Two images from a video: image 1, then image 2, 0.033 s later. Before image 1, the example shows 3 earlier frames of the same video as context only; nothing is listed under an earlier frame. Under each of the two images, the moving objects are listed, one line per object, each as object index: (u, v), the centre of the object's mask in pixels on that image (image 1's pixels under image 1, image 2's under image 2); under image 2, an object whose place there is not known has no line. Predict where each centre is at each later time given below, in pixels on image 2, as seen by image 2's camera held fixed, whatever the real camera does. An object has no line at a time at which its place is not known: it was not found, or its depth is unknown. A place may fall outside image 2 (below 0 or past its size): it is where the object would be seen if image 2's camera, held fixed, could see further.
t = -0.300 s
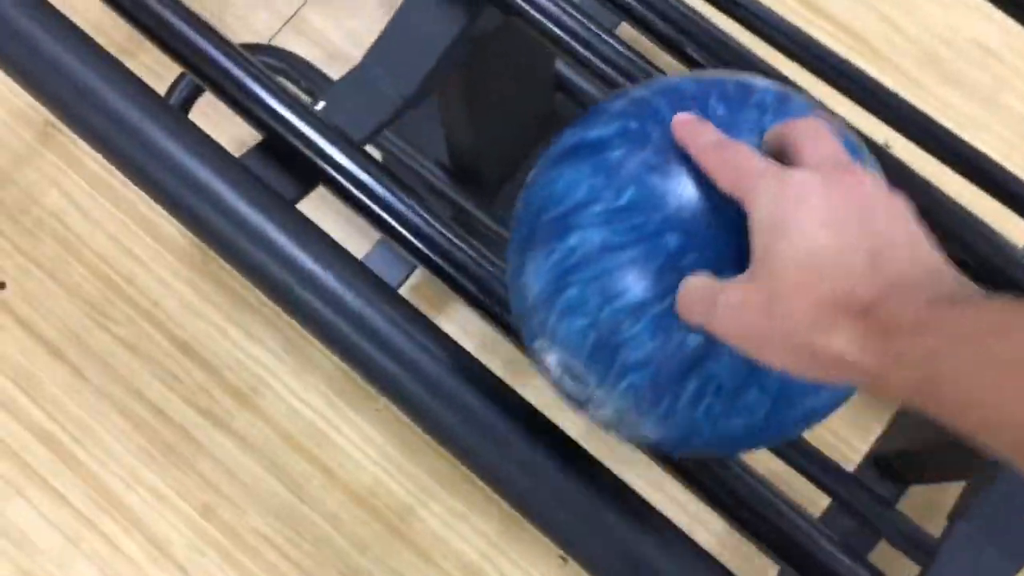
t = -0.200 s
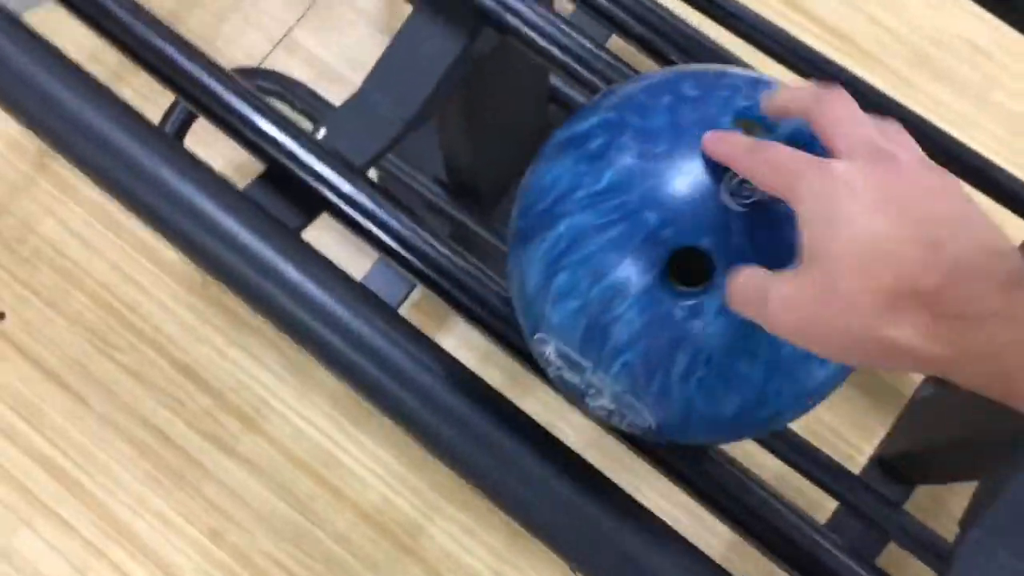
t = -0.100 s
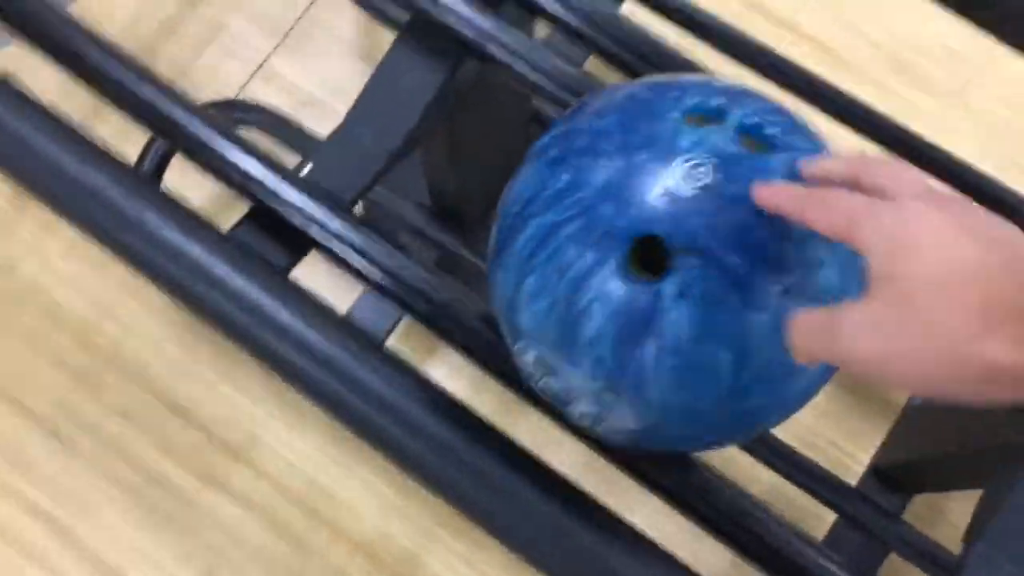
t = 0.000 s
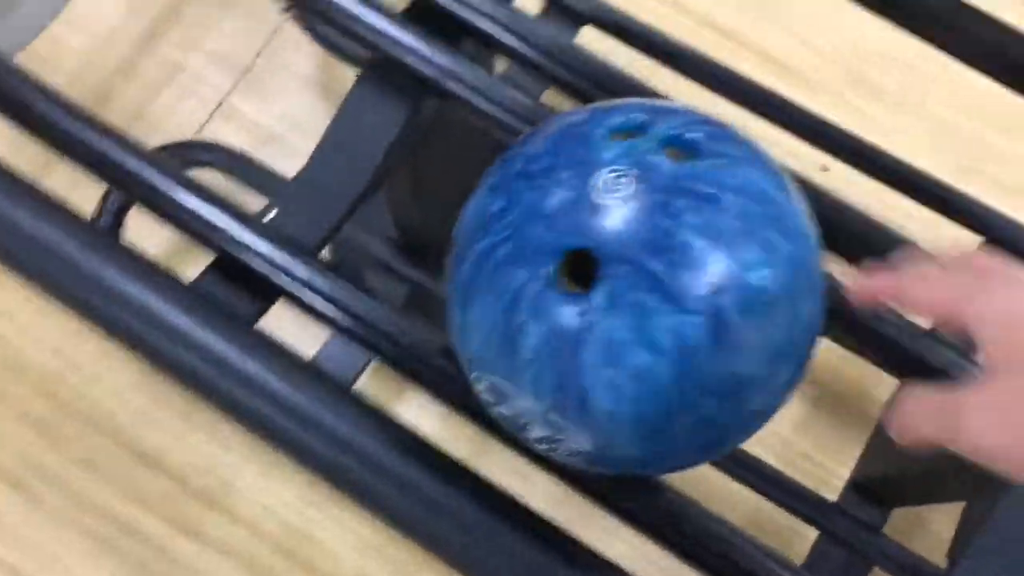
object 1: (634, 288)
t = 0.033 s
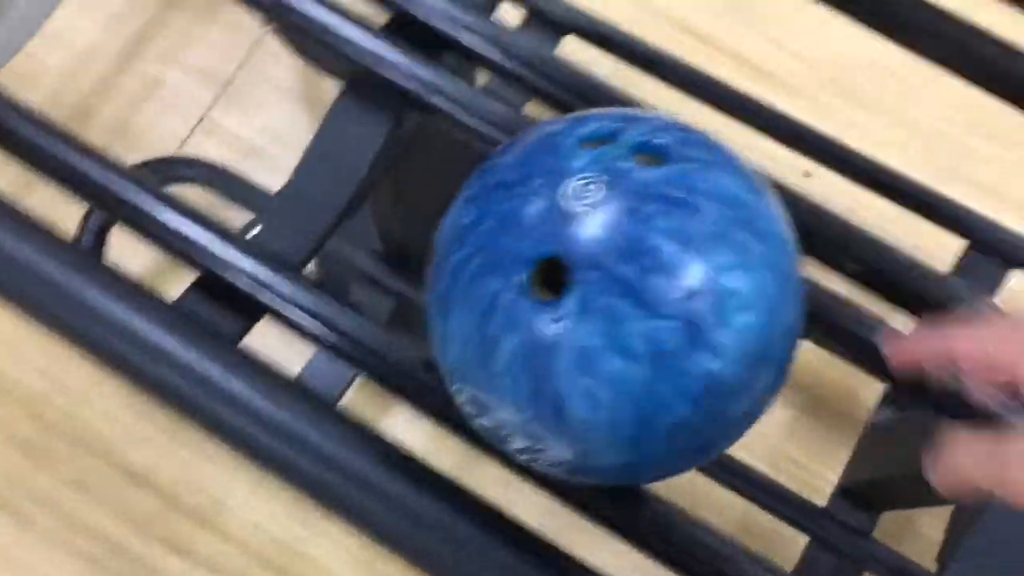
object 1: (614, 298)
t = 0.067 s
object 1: (608, 294)
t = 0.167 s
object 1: (594, 279)
